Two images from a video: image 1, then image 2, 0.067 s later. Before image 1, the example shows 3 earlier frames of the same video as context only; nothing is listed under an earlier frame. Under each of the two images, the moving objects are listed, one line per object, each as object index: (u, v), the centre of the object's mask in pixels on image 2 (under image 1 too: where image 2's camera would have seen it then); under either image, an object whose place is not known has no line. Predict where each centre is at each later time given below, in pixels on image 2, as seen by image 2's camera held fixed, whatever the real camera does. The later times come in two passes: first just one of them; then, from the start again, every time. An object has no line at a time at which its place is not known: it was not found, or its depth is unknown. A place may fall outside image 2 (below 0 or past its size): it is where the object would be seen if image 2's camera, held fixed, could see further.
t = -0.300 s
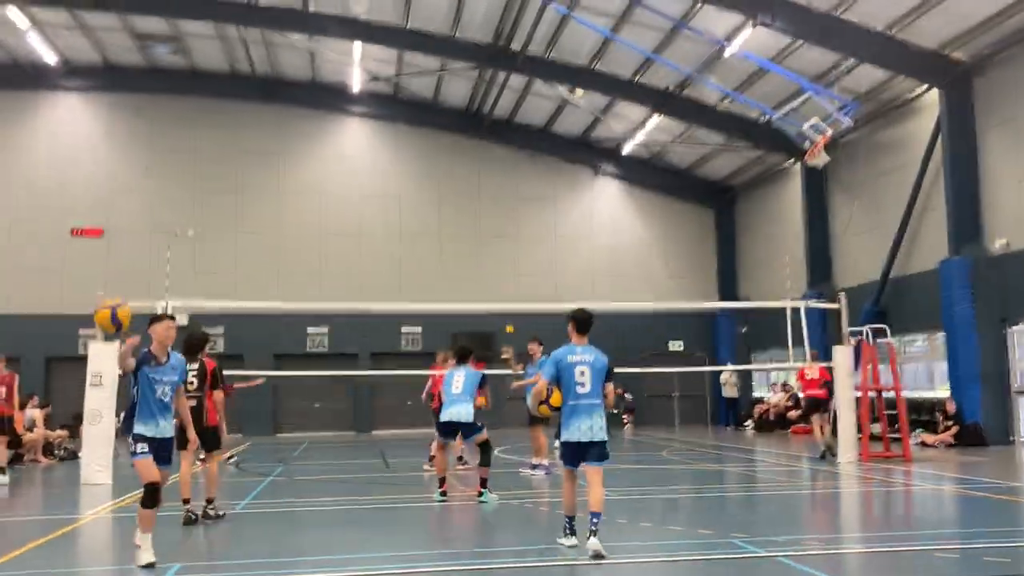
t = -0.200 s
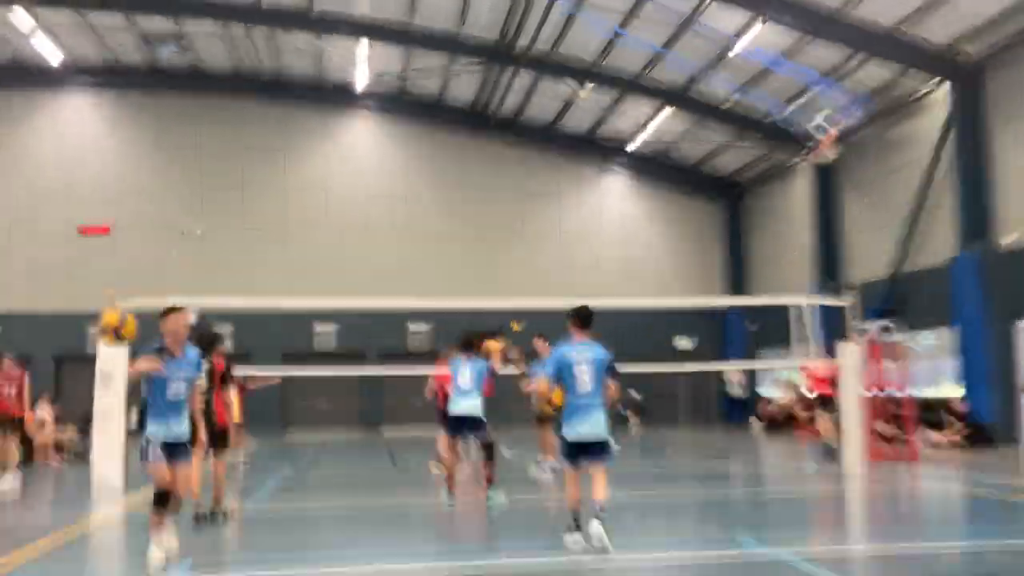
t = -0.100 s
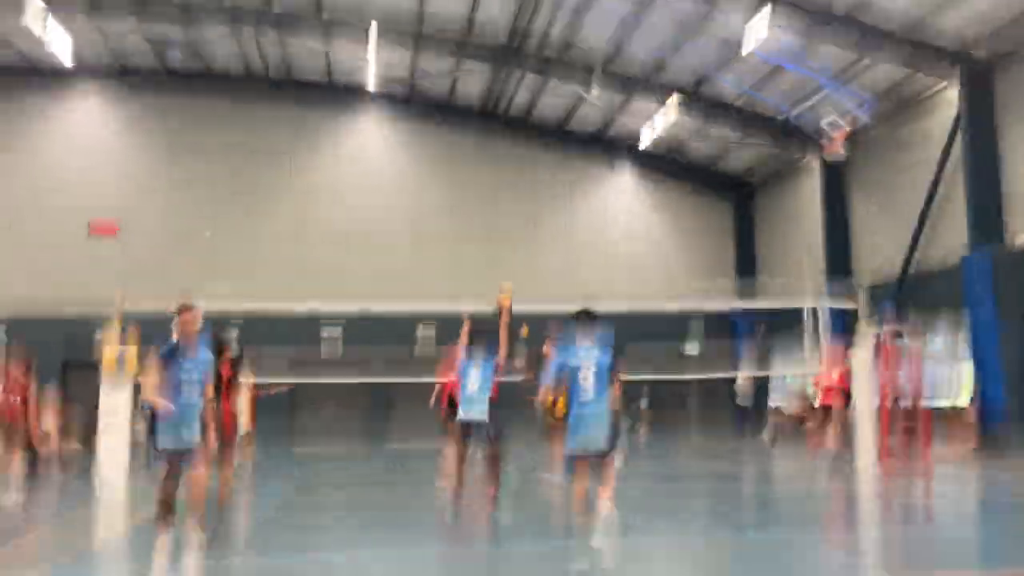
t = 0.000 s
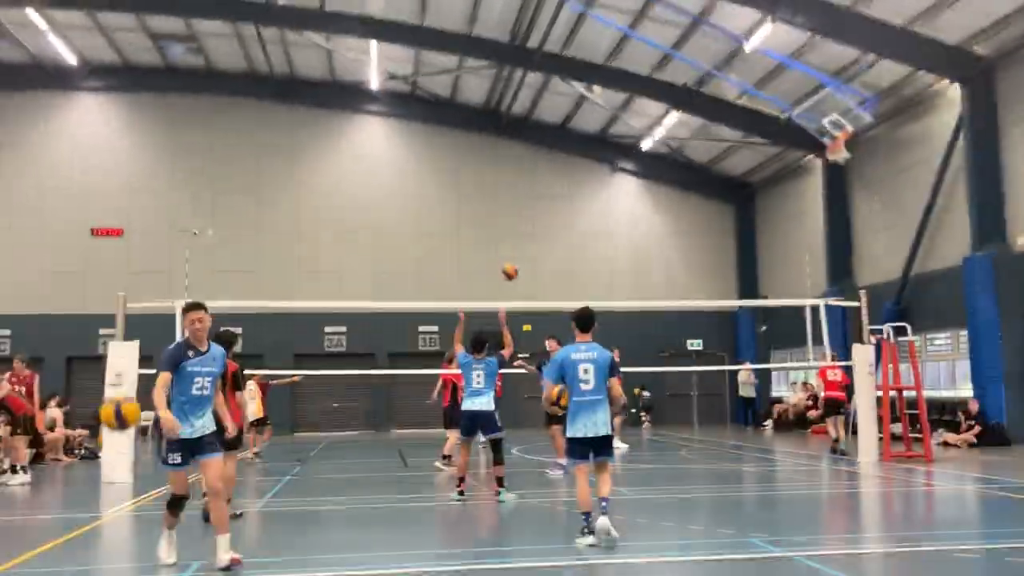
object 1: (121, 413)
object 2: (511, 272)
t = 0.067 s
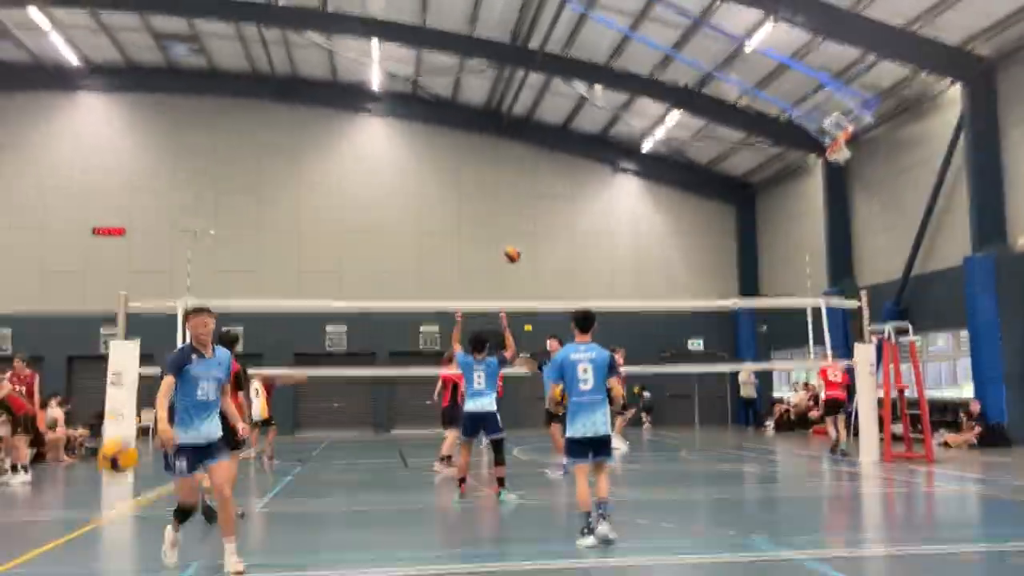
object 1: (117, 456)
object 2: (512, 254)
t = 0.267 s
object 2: (517, 227)
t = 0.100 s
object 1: (115, 484)
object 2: (513, 247)
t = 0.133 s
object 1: (116, 511)
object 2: (514, 242)
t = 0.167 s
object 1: (113, 545)
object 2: (514, 239)
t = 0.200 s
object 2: (515, 233)
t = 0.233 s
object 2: (516, 228)
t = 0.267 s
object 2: (517, 227)
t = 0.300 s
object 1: (106, 549)
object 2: (519, 228)
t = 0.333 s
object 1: (107, 526)
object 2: (519, 226)
